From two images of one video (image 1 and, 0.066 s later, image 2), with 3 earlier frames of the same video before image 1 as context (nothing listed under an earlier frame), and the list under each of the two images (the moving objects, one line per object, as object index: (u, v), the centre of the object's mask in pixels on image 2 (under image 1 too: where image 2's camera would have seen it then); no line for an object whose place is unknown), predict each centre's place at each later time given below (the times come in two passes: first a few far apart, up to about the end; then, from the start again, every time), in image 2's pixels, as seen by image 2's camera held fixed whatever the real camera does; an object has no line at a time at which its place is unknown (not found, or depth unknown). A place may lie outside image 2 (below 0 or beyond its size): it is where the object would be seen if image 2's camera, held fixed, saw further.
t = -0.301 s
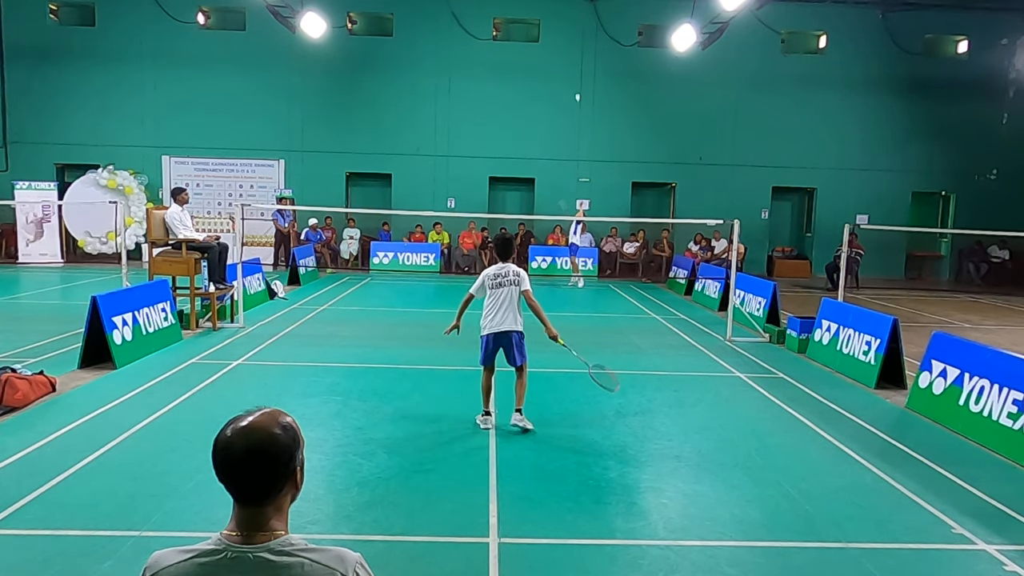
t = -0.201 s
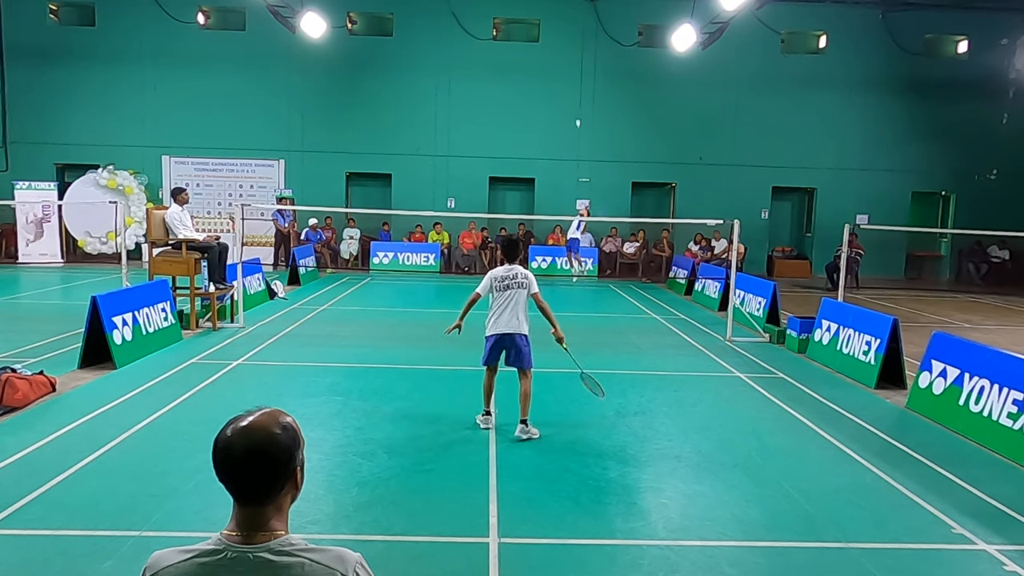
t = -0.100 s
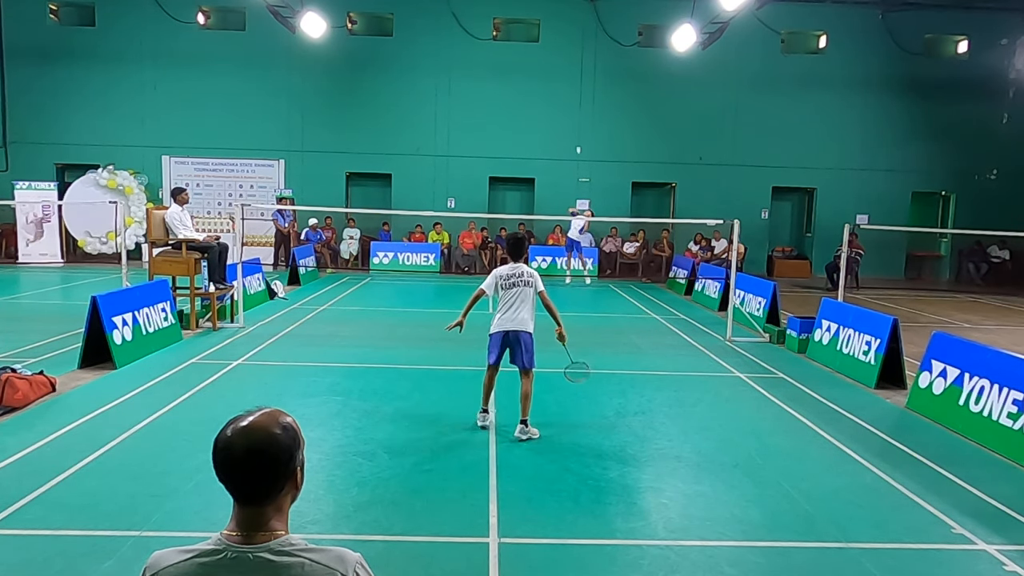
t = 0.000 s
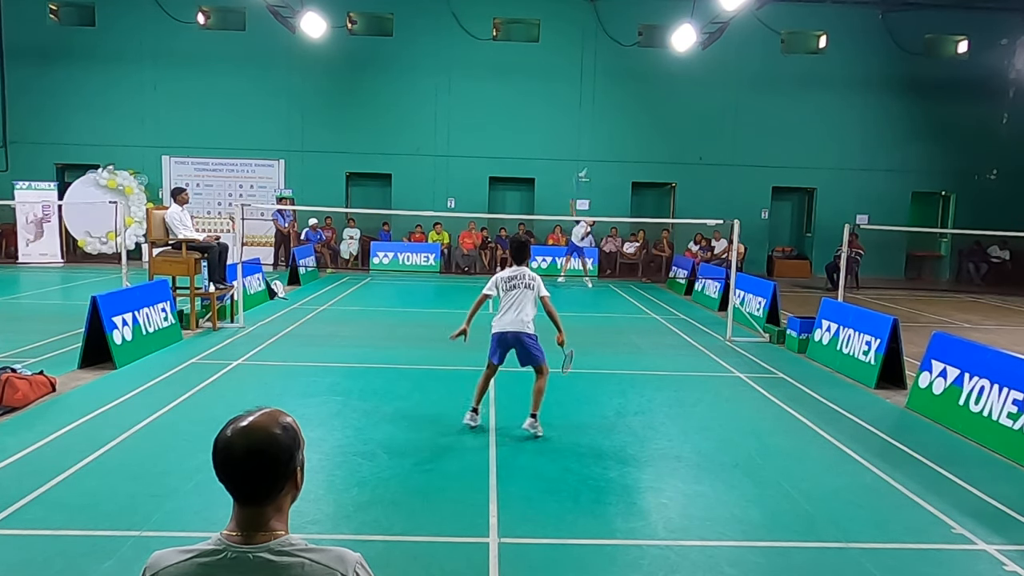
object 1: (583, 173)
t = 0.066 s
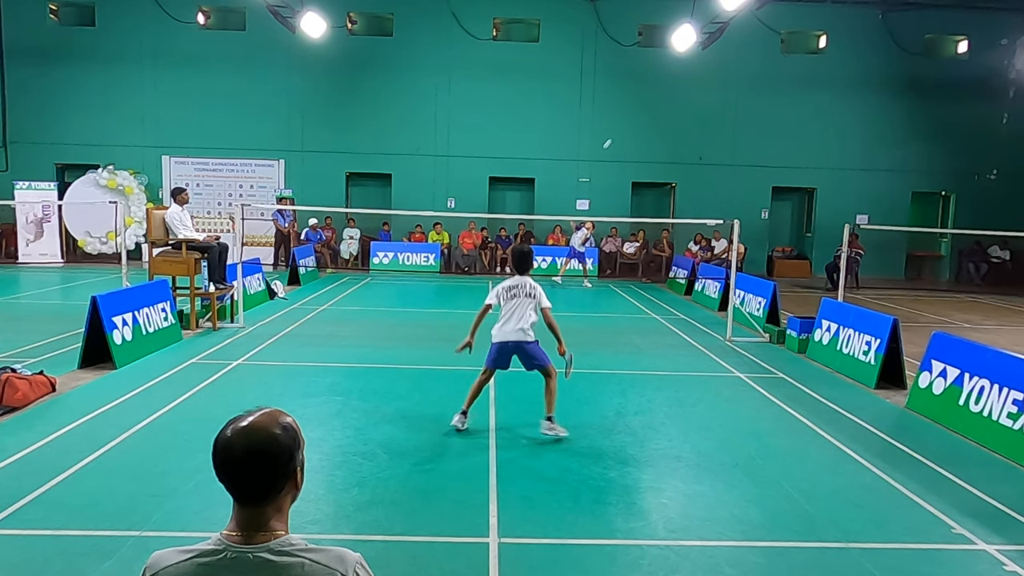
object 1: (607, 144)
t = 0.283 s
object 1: (671, 85)
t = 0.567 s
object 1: (749, 72)
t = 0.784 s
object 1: (809, 129)
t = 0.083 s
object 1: (613, 137)
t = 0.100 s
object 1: (618, 131)
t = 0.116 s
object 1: (623, 126)
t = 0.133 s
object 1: (628, 121)
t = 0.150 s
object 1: (633, 116)
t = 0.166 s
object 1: (638, 111)
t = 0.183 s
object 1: (640, 108)
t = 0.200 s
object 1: (646, 104)
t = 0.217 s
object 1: (652, 99)
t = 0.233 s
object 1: (657, 95)
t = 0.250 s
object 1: (662, 91)
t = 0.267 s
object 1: (666, 88)
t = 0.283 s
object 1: (671, 85)
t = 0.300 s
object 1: (676, 82)
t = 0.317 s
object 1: (680, 80)
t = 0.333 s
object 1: (685, 77)
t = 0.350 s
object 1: (690, 75)
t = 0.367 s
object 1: (695, 73)
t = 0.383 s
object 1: (699, 71)
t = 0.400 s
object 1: (704, 70)
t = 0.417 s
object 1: (708, 69)
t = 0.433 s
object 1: (713, 68)
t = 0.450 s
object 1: (718, 68)
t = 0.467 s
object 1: (722, 67)
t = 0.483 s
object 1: (727, 67)
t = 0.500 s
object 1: (731, 68)
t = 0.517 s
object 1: (736, 68)
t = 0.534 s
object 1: (740, 69)
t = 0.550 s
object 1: (745, 70)
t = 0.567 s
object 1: (749, 72)
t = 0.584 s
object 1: (754, 74)
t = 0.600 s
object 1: (759, 76)
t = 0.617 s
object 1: (763, 79)
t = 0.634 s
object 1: (768, 82)
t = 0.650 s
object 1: (772, 85)
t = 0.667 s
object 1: (777, 89)
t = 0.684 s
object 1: (781, 94)
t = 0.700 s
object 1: (786, 98)
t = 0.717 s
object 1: (791, 104)
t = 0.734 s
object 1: (795, 109)
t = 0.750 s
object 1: (800, 115)
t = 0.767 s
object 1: (804, 122)
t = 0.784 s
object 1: (809, 129)
